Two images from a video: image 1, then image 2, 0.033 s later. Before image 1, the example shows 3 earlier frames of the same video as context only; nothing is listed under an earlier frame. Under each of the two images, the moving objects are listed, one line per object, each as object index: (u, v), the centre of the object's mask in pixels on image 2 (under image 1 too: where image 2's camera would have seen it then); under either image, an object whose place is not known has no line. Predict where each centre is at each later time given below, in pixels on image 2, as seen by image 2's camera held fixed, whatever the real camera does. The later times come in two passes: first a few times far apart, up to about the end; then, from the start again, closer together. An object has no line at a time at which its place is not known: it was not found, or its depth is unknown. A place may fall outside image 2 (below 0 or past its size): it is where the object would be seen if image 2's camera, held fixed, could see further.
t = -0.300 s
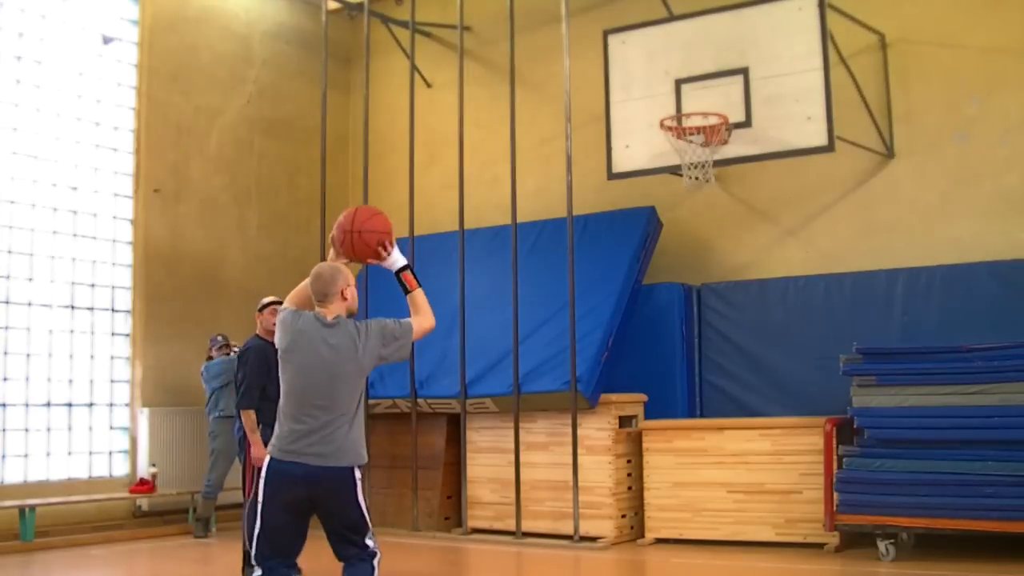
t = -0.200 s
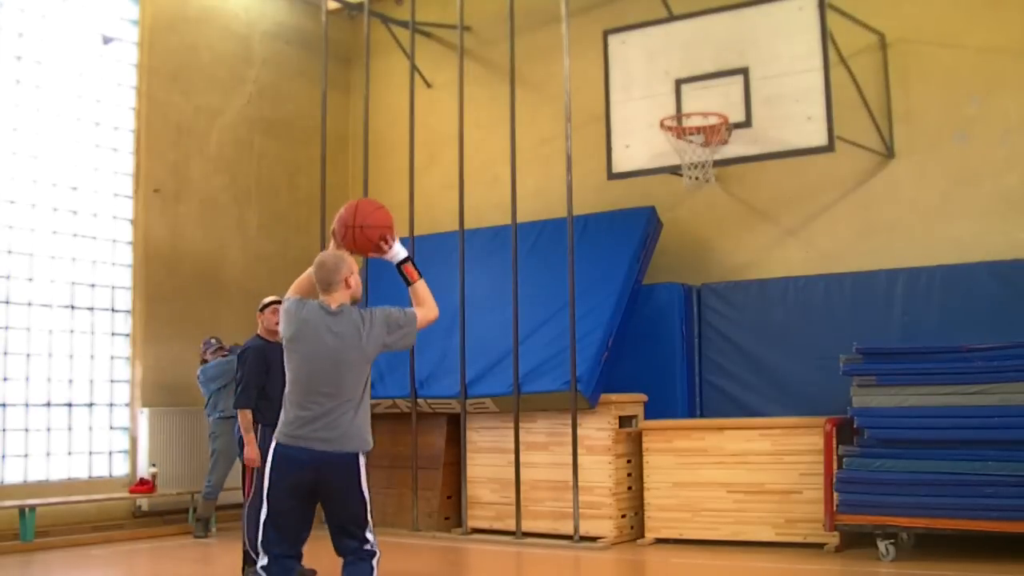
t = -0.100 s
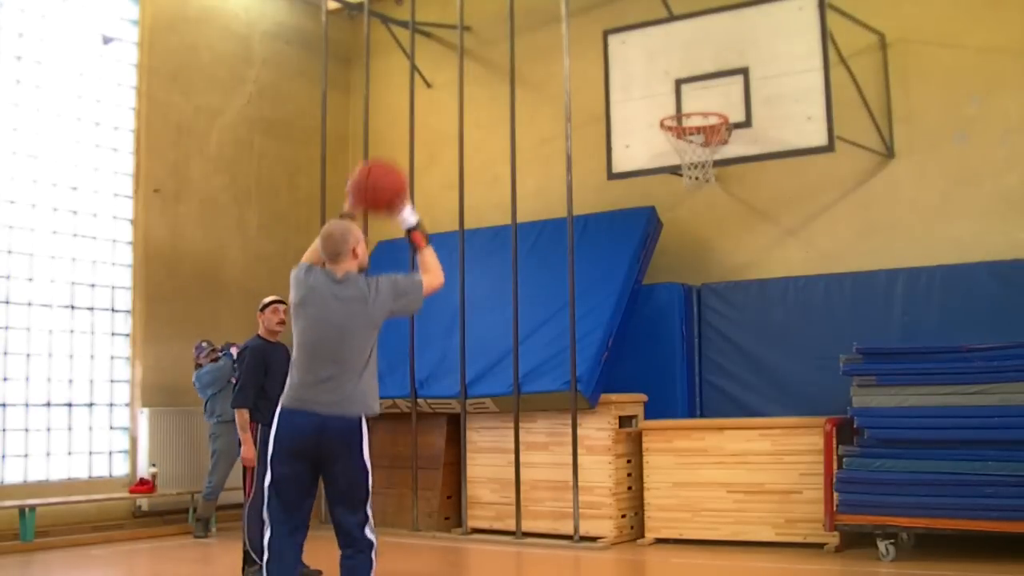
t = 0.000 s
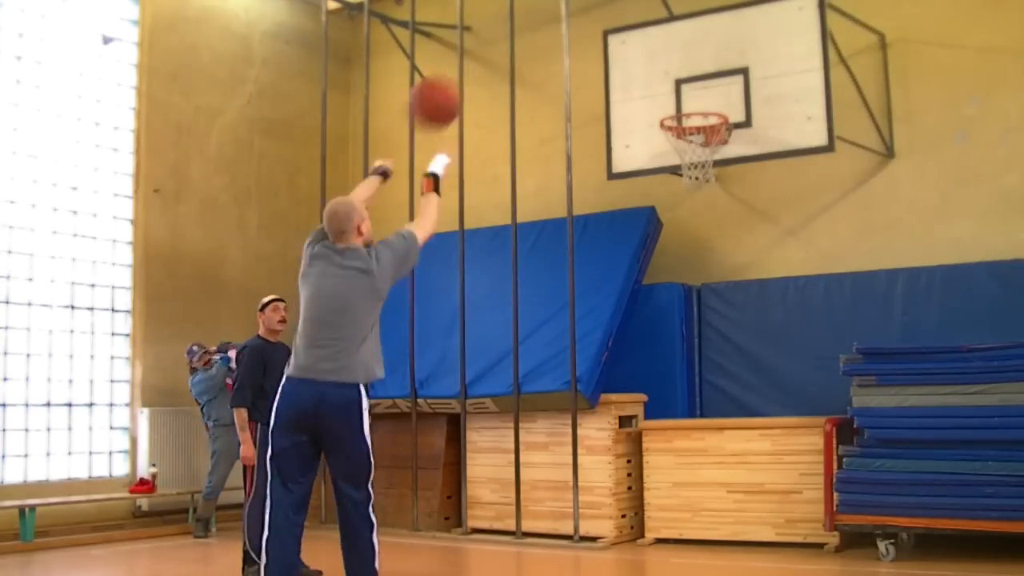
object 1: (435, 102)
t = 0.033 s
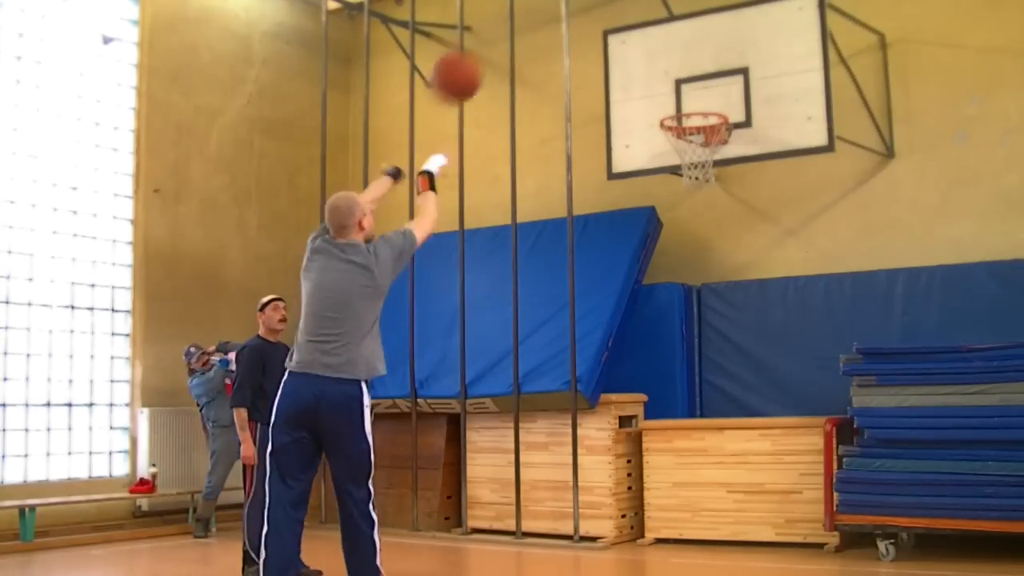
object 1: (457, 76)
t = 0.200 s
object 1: (546, 10)
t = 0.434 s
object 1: (641, 5)
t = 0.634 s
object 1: (706, 44)
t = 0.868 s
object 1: (698, 88)
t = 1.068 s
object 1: (650, 64)
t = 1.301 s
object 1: (591, 111)
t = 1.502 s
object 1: (533, 236)
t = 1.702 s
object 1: (465, 466)
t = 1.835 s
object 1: (419, 544)
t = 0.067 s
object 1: (476, 55)
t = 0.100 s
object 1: (495, 37)
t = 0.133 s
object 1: (513, 23)
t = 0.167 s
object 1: (530, 15)
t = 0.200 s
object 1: (546, 10)
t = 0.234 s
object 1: (561, 7)
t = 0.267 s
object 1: (577, 4)
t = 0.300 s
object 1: (590, 3)
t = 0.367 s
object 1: (616, 3)
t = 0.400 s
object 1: (628, 3)
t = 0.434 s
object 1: (641, 5)
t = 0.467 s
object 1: (652, 7)
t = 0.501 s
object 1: (664, 10)
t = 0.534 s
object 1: (675, 14)
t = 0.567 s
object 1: (685, 21)
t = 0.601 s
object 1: (696, 32)
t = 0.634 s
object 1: (706, 44)
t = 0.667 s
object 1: (716, 56)
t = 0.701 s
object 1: (726, 70)
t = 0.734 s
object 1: (729, 81)
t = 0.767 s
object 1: (721, 85)
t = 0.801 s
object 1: (714, 91)
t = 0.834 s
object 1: (705, 96)
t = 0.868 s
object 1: (698, 88)
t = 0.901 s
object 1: (690, 81)
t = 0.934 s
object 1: (682, 75)
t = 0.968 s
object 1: (674, 70)
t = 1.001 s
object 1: (666, 67)
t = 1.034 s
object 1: (659, 64)
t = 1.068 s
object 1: (650, 64)
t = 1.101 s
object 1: (642, 65)
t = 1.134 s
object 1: (634, 69)
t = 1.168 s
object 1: (625, 74)
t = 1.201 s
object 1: (617, 81)
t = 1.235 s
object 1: (608, 89)
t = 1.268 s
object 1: (599, 100)
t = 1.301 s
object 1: (591, 111)
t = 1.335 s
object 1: (581, 126)
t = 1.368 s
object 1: (572, 142)
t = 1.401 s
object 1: (562, 163)
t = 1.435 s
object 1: (552, 185)
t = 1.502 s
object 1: (533, 236)
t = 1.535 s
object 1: (523, 265)
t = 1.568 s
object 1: (512, 298)
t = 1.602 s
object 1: (501, 335)
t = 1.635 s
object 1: (489, 373)
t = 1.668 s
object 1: (477, 419)
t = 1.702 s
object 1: (465, 466)
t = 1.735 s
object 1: (456, 515)
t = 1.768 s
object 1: (446, 561)
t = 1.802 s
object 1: (433, 566)
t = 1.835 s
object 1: (419, 544)
